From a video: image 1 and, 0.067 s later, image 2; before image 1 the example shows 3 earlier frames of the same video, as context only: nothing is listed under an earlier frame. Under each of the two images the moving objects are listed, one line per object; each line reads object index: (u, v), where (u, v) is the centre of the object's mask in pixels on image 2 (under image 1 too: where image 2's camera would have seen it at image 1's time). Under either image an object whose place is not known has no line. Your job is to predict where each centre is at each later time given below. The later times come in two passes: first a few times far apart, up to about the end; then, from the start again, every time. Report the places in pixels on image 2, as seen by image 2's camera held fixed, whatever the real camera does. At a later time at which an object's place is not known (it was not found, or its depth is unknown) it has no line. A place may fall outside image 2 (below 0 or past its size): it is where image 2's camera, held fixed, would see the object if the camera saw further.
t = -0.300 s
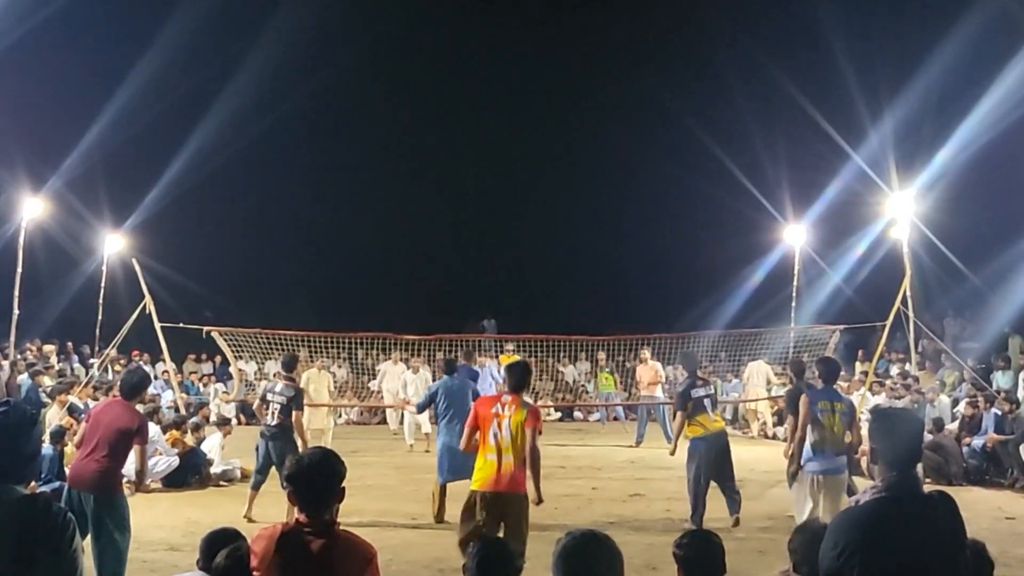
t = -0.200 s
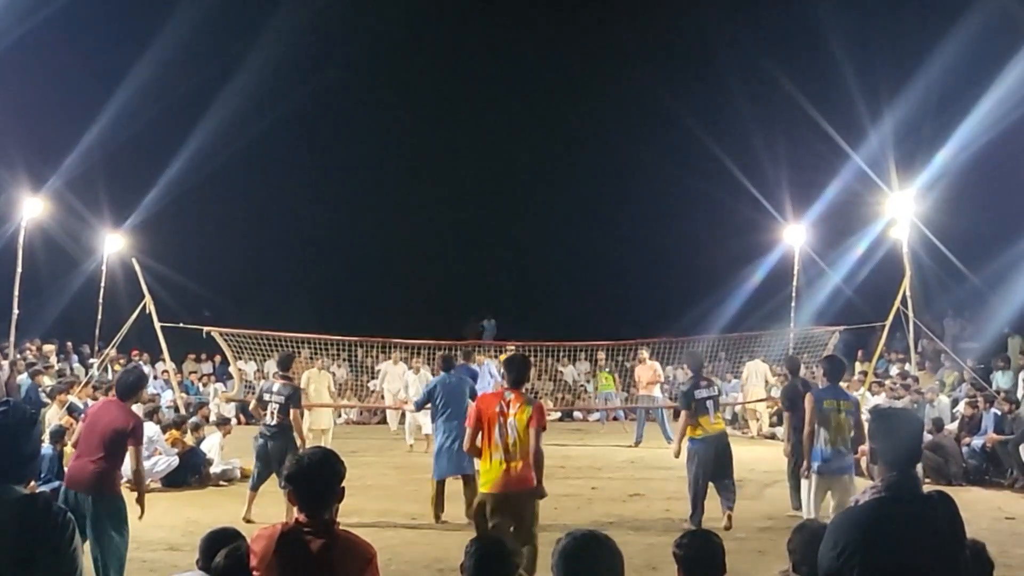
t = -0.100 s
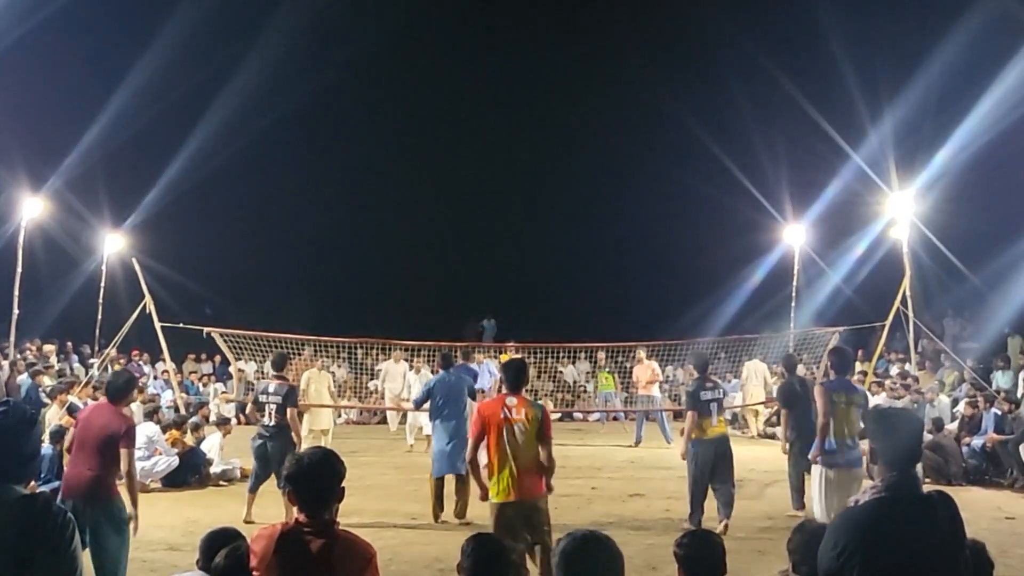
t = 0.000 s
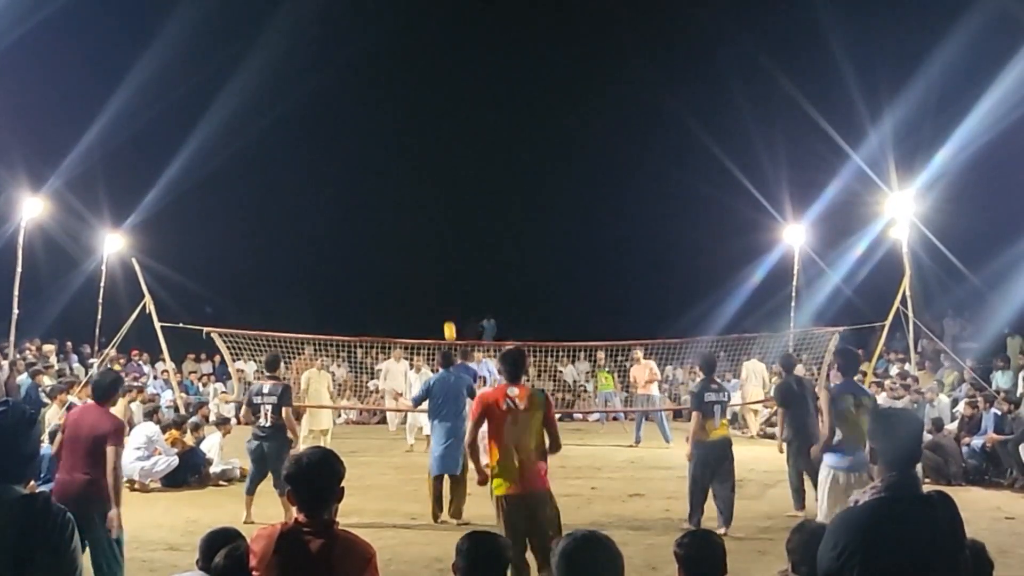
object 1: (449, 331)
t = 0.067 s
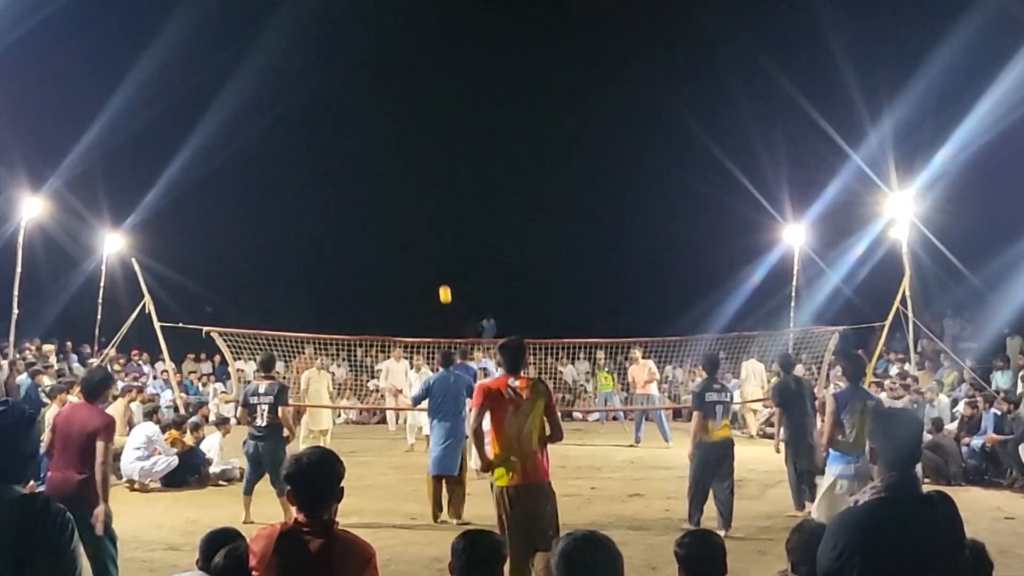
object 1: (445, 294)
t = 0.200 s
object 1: (435, 235)
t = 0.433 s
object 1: (419, 168)
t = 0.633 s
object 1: (406, 143)
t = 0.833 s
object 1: (392, 144)
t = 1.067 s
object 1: (377, 174)
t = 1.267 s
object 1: (364, 222)
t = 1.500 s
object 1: (347, 300)
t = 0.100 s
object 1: (443, 278)
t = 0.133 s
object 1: (440, 263)
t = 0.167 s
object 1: (438, 248)
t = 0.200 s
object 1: (435, 235)
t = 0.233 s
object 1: (433, 222)
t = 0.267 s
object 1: (431, 211)
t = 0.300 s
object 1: (428, 201)
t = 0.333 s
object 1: (426, 191)
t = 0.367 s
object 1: (424, 183)
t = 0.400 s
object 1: (421, 175)
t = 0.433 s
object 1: (419, 168)
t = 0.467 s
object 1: (417, 162)
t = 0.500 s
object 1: (415, 157)
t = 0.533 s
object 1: (412, 152)
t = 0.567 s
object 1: (410, 148)
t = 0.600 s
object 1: (408, 145)
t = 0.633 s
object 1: (406, 143)
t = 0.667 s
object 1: (403, 142)
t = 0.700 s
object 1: (401, 141)
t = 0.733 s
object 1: (399, 140)
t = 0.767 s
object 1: (396, 141)
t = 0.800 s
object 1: (394, 142)
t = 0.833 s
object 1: (392, 144)
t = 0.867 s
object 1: (390, 146)
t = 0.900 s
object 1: (388, 150)
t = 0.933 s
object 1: (386, 153)
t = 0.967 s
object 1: (383, 158)
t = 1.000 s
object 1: (381, 163)
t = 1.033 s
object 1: (379, 168)
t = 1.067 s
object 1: (377, 174)
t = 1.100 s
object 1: (375, 180)
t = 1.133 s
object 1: (372, 187)
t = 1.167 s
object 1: (370, 195)
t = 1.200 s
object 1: (368, 204)
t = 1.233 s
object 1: (366, 213)
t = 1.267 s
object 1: (364, 222)
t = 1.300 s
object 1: (361, 232)
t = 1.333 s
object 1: (359, 242)
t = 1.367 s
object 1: (356, 252)
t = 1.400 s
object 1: (354, 263)
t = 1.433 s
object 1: (351, 275)
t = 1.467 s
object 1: (349, 287)
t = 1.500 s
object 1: (347, 300)
